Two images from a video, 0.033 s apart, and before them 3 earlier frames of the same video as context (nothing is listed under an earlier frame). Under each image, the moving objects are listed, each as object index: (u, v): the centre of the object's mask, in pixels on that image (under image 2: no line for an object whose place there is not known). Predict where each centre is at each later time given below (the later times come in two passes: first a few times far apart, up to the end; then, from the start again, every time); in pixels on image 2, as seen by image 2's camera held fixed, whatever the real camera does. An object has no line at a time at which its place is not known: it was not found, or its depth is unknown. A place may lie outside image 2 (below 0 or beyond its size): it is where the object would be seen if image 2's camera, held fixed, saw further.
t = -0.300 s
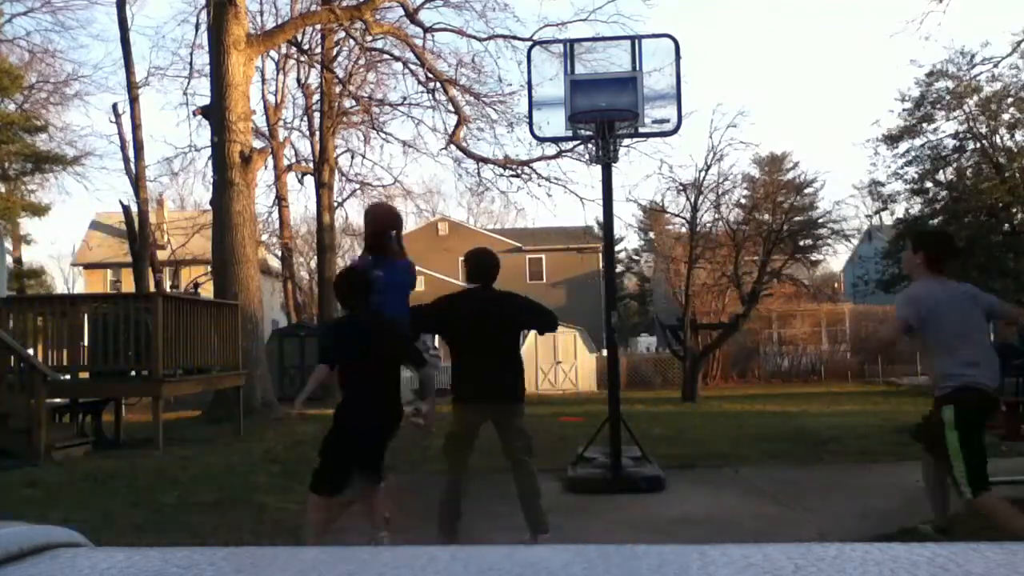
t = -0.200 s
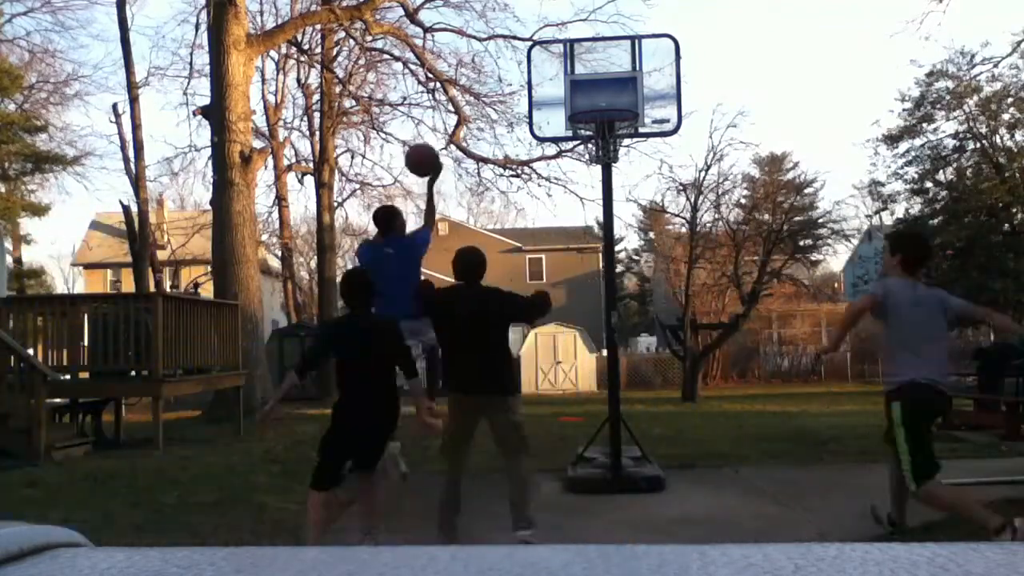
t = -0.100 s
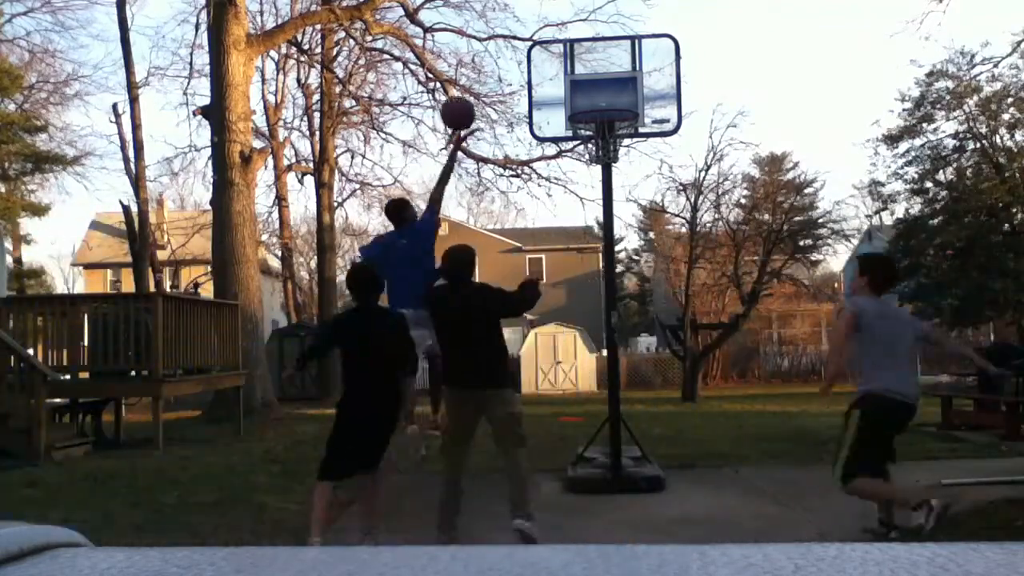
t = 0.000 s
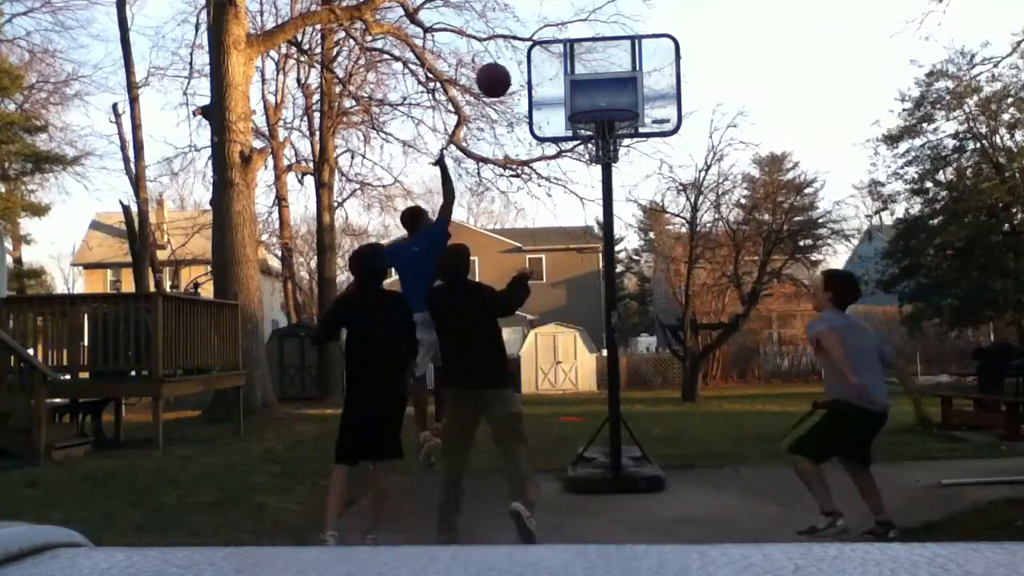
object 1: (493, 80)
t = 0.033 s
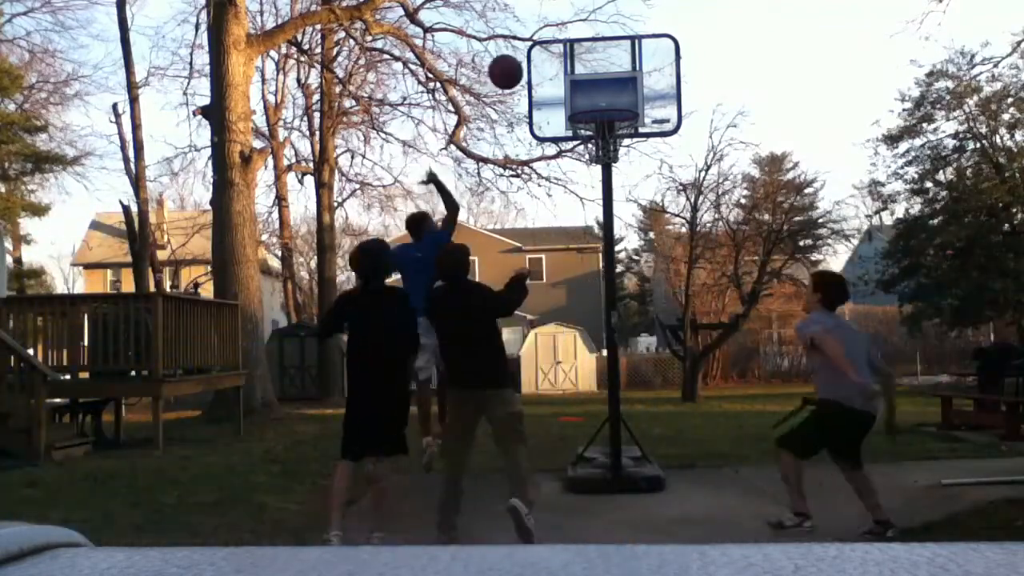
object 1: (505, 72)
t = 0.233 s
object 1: (578, 55)
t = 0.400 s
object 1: (643, 85)
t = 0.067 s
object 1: (517, 65)
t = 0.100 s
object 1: (529, 60)
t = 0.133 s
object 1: (542, 57)
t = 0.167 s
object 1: (554, 55)
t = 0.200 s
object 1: (566, 54)
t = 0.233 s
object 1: (578, 55)
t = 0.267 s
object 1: (592, 57)
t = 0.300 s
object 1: (604, 62)
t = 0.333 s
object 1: (617, 68)
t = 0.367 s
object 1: (630, 76)
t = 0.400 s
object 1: (643, 85)
